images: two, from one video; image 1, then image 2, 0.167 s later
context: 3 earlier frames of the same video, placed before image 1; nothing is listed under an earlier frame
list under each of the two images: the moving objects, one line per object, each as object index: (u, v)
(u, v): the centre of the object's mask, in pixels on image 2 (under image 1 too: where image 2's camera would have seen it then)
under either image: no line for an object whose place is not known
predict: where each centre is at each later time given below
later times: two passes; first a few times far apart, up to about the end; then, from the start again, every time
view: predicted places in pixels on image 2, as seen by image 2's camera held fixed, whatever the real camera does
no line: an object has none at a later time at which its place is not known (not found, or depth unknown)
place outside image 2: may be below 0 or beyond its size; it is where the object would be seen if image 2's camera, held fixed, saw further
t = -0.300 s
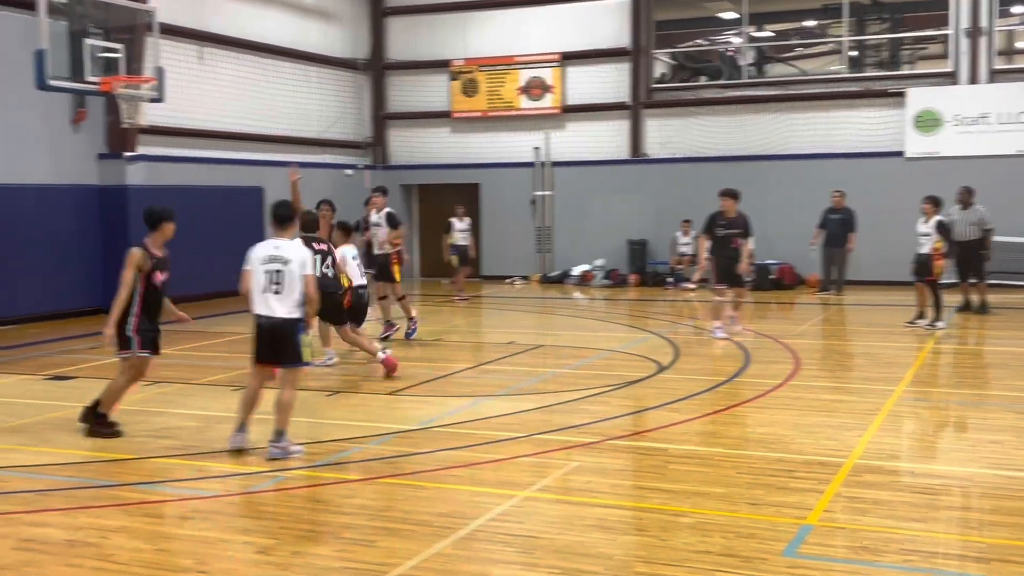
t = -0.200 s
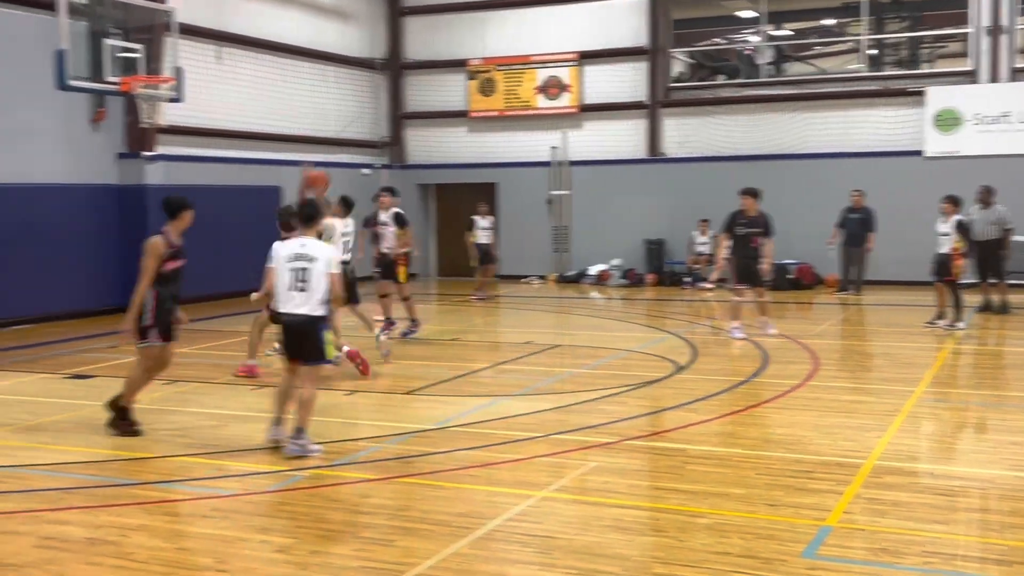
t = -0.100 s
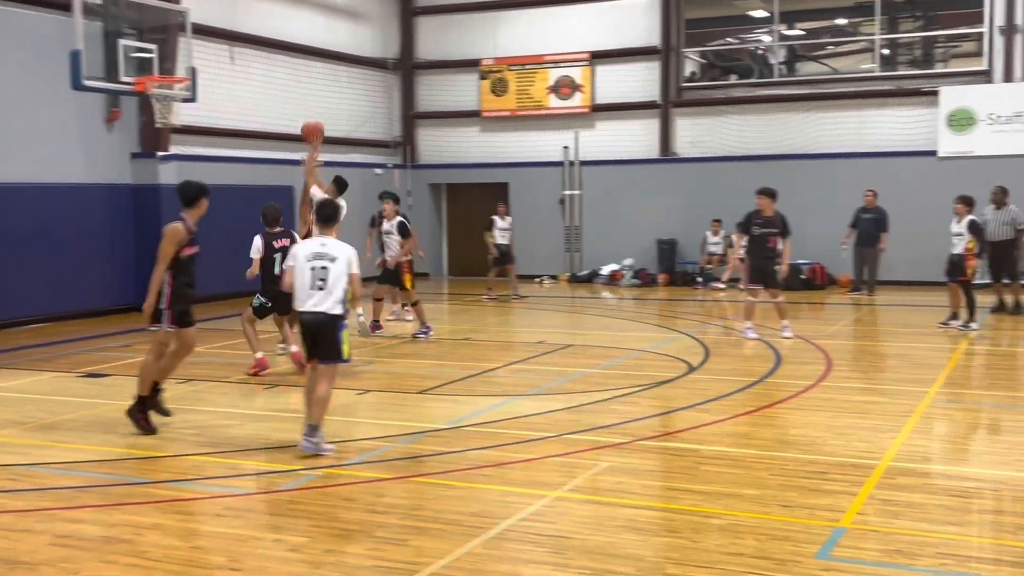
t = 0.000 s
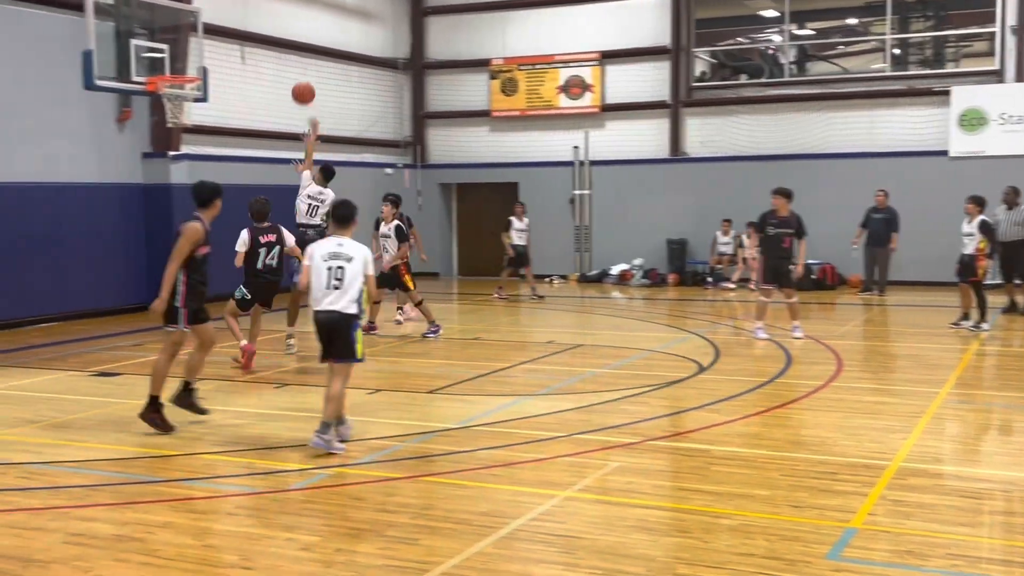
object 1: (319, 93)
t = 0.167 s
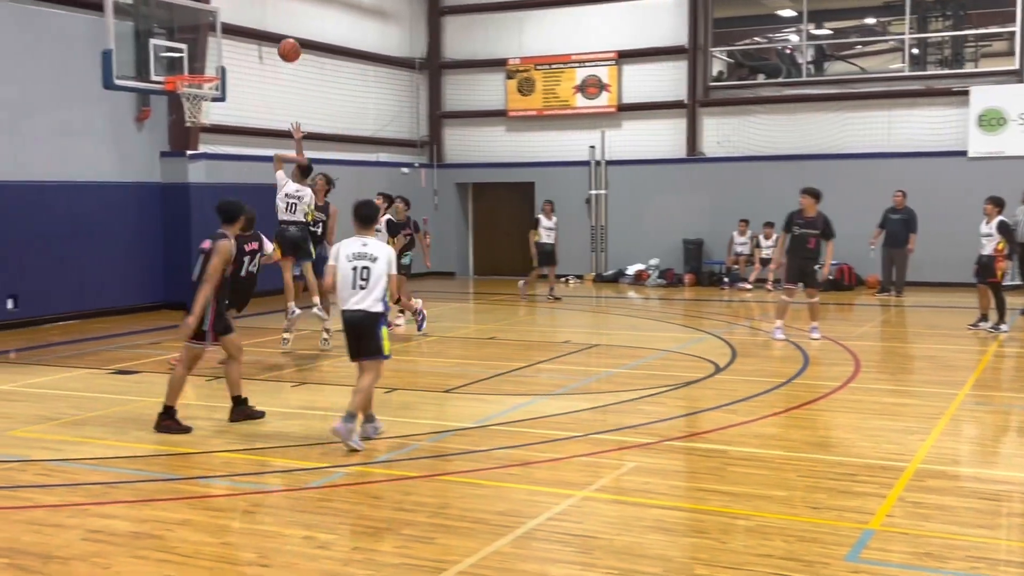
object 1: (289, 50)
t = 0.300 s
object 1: (266, 36)
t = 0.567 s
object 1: (224, 57)
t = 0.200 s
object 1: (283, 45)
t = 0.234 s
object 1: (277, 41)
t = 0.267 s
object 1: (272, 38)
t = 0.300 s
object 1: (266, 36)
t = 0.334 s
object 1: (261, 35)
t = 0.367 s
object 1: (256, 35)
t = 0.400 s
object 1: (250, 36)
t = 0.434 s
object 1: (245, 38)
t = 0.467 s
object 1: (239, 41)
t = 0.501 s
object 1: (234, 45)
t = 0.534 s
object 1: (229, 50)
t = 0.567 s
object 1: (224, 57)
